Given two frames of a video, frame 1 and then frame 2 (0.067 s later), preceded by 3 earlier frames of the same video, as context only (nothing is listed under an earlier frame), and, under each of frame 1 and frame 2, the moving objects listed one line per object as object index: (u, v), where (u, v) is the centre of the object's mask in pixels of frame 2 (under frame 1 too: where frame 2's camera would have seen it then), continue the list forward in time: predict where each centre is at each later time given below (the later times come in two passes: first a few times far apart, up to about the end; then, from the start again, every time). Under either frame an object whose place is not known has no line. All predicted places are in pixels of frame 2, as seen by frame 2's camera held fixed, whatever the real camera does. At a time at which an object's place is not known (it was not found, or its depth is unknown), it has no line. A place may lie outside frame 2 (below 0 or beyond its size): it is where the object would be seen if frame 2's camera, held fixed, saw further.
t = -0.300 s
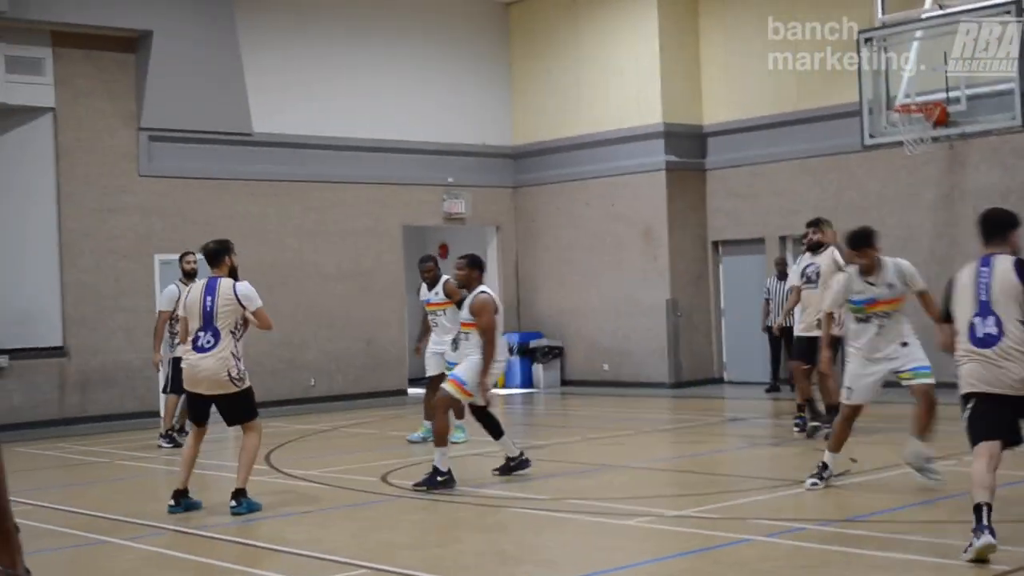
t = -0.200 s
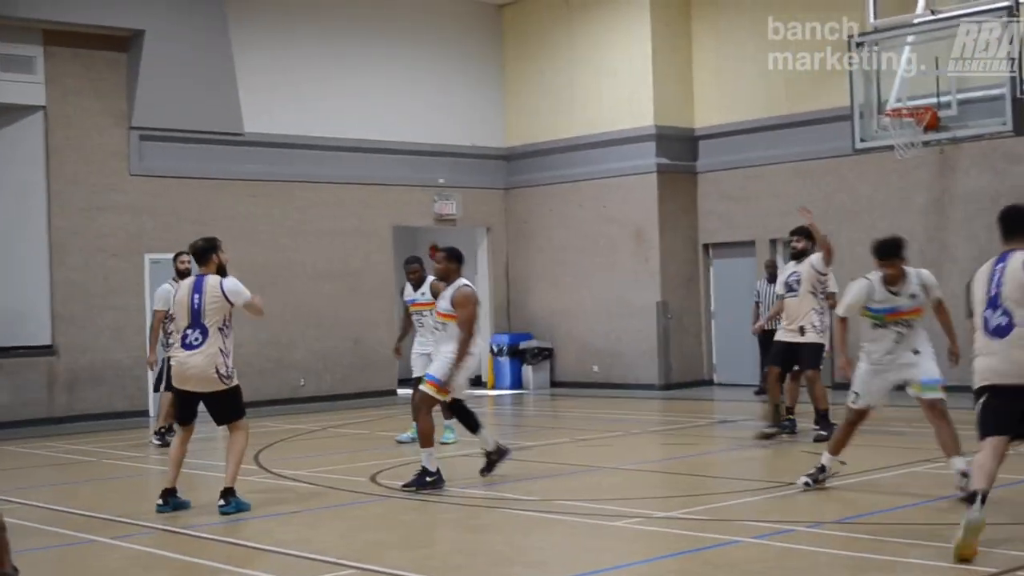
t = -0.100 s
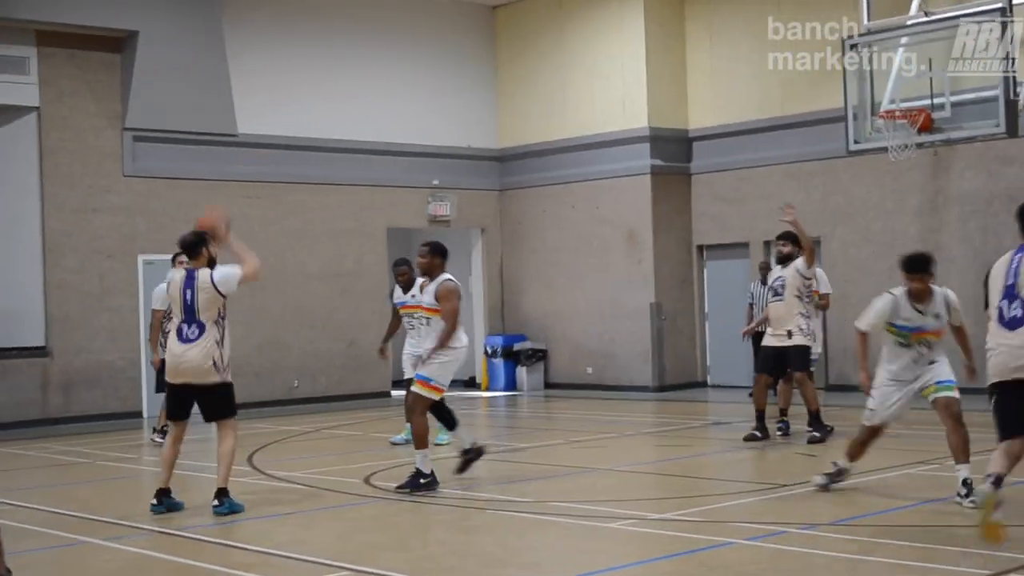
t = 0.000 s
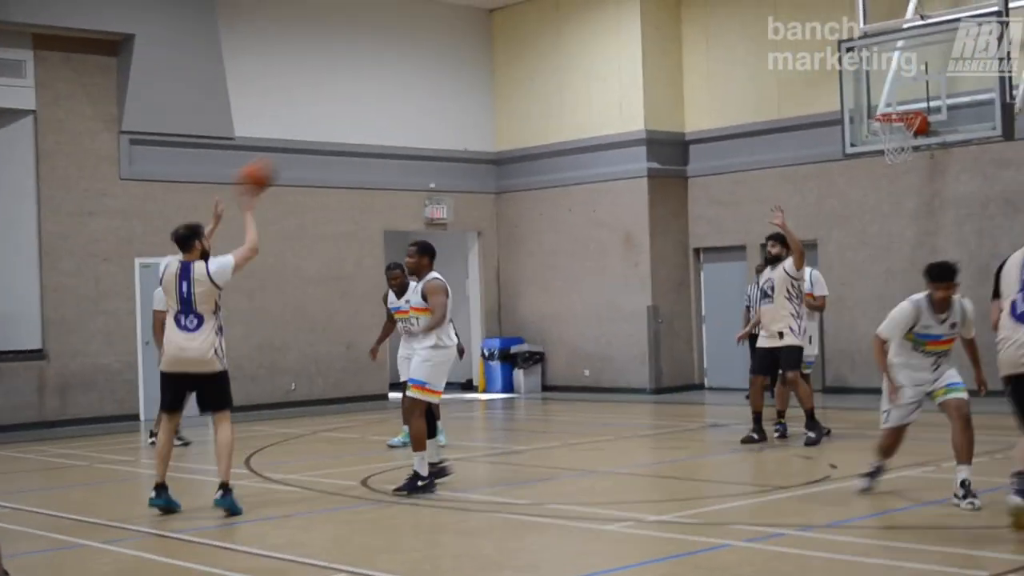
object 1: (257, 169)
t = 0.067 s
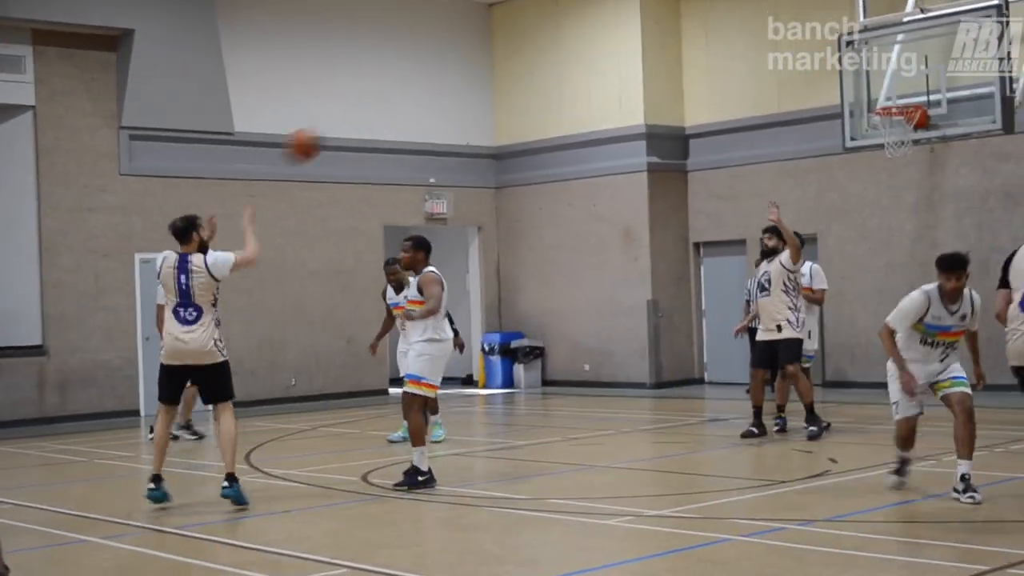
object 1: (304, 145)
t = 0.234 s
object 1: (415, 107)
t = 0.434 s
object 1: (536, 113)
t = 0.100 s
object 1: (326, 134)
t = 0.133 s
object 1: (349, 123)
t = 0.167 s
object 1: (372, 116)
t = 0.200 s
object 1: (394, 110)
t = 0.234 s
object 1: (415, 107)
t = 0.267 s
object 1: (436, 105)
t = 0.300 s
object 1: (457, 104)
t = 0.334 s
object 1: (479, 104)
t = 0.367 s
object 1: (497, 105)
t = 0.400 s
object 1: (516, 109)
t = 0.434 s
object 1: (536, 113)
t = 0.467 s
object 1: (555, 118)
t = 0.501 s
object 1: (575, 125)
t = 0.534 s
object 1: (593, 133)
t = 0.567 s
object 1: (610, 141)
